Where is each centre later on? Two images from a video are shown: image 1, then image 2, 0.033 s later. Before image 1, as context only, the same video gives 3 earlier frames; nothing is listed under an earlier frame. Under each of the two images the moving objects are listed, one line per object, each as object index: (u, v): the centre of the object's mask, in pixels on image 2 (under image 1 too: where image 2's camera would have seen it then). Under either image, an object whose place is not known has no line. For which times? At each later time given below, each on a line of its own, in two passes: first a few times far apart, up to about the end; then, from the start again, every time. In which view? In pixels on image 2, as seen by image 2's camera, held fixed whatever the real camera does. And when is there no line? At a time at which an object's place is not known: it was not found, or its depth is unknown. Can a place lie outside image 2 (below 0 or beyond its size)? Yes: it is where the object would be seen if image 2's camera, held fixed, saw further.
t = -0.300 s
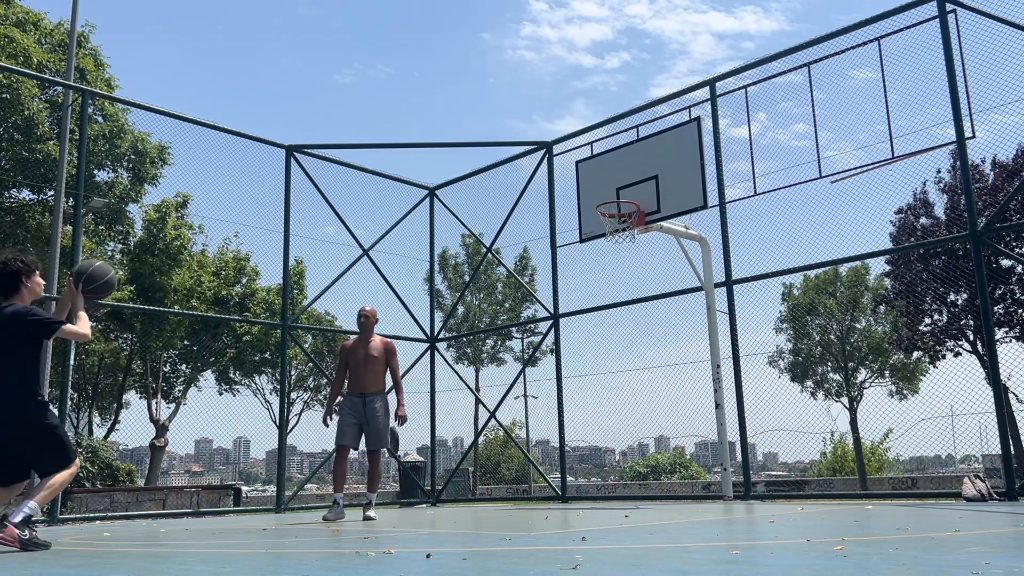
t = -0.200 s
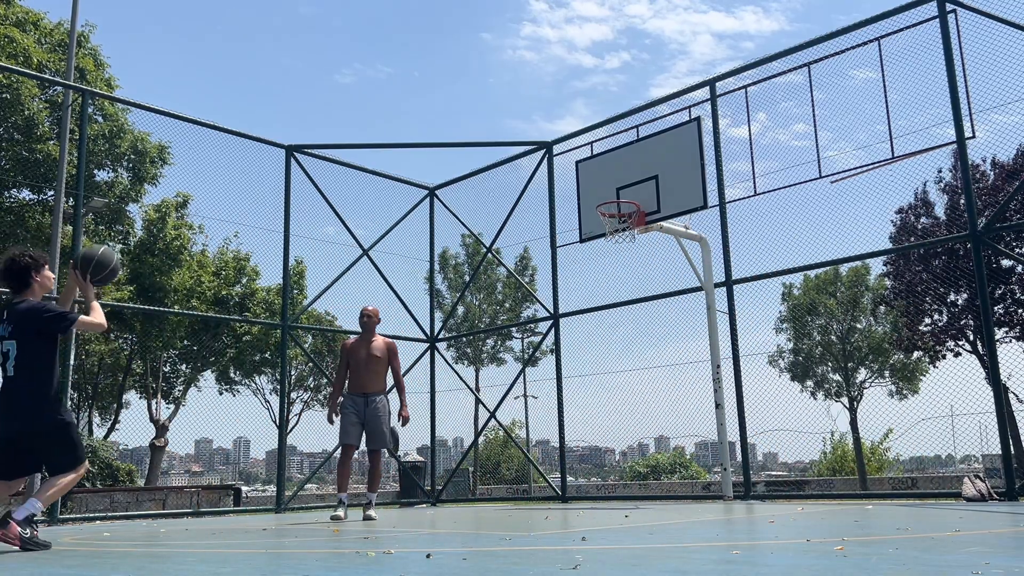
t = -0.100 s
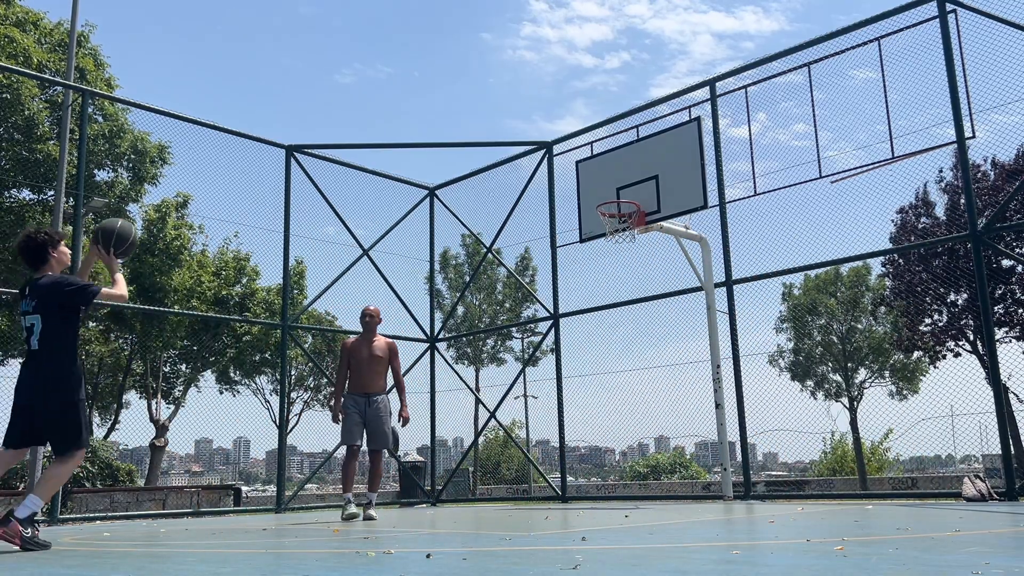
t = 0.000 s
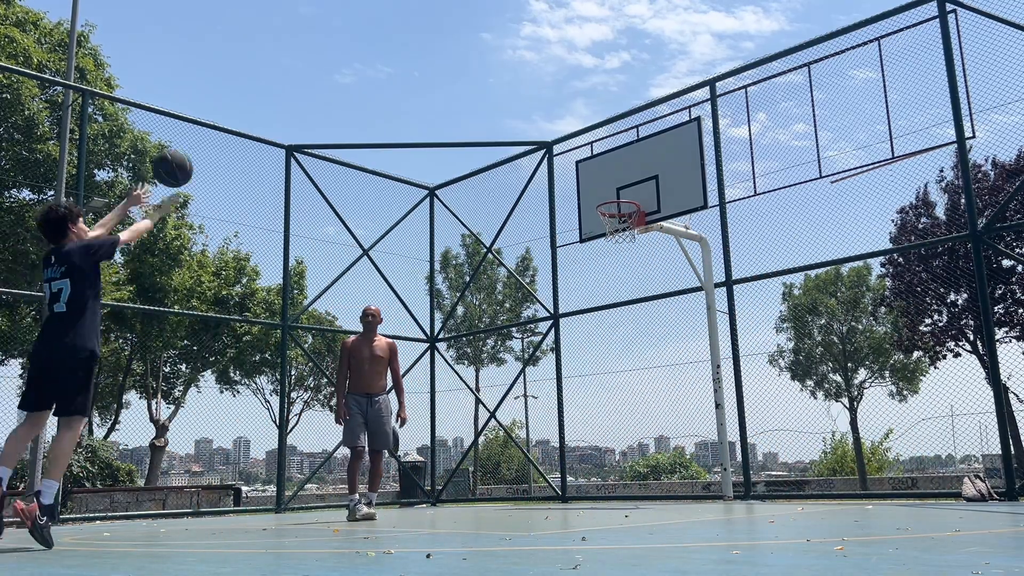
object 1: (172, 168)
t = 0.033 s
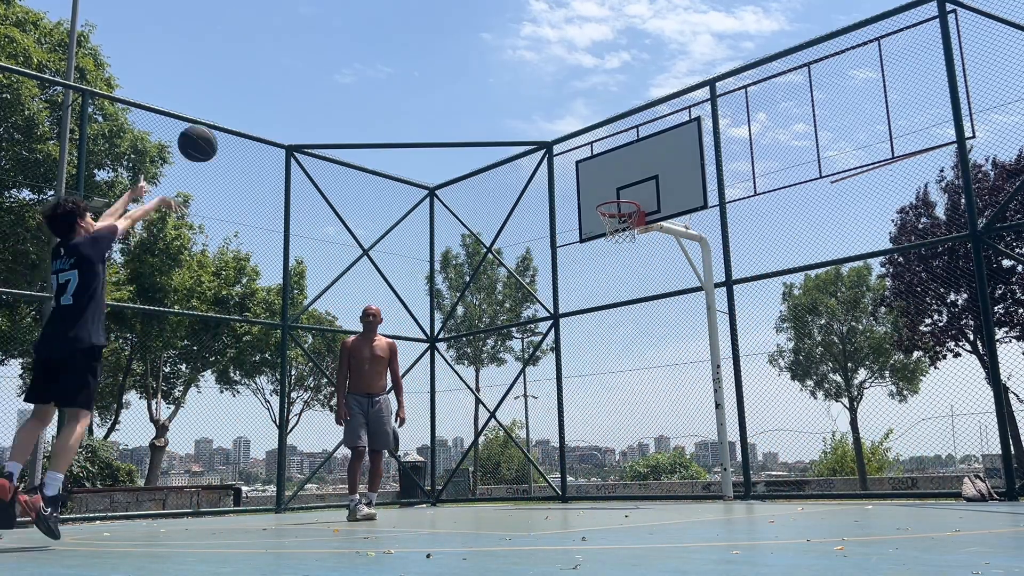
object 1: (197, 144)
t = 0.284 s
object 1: (346, 39)
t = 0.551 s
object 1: (457, 27)
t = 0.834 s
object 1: (549, 86)
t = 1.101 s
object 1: (623, 192)
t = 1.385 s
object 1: (700, 192)
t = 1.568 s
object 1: (767, 237)
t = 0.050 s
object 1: (210, 132)
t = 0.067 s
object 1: (221, 122)
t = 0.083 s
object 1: (232, 112)
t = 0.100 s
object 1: (243, 103)
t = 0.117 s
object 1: (254, 95)
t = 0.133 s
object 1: (264, 87)
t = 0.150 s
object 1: (275, 80)
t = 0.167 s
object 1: (284, 73)
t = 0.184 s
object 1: (294, 67)
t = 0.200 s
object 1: (303, 61)
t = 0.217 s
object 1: (312, 56)
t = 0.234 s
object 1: (321, 51)
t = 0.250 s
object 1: (329, 46)
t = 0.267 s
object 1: (338, 43)
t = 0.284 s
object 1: (346, 39)
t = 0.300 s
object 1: (354, 36)
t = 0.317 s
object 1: (362, 33)
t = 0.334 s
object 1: (370, 31)
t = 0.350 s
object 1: (377, 29)
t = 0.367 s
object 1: (384, 27)
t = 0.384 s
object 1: (392, 25)
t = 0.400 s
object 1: (399, 24)
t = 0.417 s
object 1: (406, 23)
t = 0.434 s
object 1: (413, 23)
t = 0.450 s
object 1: (419, 23)
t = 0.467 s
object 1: (426, 23)
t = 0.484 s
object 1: (433, 23)
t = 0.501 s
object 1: (439, 24)
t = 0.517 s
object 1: (445, 25)
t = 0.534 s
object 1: (451, 26)
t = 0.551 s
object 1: (457, 27)
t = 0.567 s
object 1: (463, 29)
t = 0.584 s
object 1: (469, 31)
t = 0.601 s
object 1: (475, 33)
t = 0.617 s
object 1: (481, 36)
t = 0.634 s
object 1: (486, 38)
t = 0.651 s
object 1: (492, 41)
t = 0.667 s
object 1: (497, 44)
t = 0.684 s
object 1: (503, 47)
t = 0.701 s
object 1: (508, 51)
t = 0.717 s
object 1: (514, 55)
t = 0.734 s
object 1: (519, 59)
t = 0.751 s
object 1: (524, 63)
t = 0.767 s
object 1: (529, 67)
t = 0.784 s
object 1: (534, 72)
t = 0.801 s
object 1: (540, 76)
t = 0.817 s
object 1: (545, 81)
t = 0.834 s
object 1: (549, 86)
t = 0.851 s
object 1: (554, 92)
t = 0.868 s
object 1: (559, 97)
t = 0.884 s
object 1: (564, 103)
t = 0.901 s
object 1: (569, 109)
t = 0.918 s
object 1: (574, 115)
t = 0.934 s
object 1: (578, 121)
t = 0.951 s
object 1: (583, 127)
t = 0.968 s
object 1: (588, 134)
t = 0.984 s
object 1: (592, 141)
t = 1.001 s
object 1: (596, 148)
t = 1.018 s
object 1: (601, 155)
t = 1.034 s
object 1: (605, 162)
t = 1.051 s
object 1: (610, 170)
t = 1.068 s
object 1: (614, 177)
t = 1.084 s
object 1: (619, 185)
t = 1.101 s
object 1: (623, 192)
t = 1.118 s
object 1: (626, 193)
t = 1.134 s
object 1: (629, 192)
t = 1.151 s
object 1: (634, 190)
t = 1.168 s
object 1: (638, 189)
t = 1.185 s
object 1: (643, 187)
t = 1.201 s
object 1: (647, 186)
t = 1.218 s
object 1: (651, 186)
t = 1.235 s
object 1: (655, 185)
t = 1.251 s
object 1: (660, 185)
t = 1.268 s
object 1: (665, 185)
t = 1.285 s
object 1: (669, 185)
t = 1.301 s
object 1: (674, 186)
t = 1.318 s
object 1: (679, 187)
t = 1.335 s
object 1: (683, 188)
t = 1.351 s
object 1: (689, 189)
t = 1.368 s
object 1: (694, 191)
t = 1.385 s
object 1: (700, 192)
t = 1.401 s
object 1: (705, 195)
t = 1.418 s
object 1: (711, 198)
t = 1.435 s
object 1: (716, 200)
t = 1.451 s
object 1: (722, 203)
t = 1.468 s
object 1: (728, 207)
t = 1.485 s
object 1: (735, 211)
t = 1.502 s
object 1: (741, 215)
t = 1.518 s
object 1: (747, 220)
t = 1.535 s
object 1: (753, 225)
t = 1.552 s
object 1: (760, 231)
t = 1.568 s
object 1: (767, 237)
